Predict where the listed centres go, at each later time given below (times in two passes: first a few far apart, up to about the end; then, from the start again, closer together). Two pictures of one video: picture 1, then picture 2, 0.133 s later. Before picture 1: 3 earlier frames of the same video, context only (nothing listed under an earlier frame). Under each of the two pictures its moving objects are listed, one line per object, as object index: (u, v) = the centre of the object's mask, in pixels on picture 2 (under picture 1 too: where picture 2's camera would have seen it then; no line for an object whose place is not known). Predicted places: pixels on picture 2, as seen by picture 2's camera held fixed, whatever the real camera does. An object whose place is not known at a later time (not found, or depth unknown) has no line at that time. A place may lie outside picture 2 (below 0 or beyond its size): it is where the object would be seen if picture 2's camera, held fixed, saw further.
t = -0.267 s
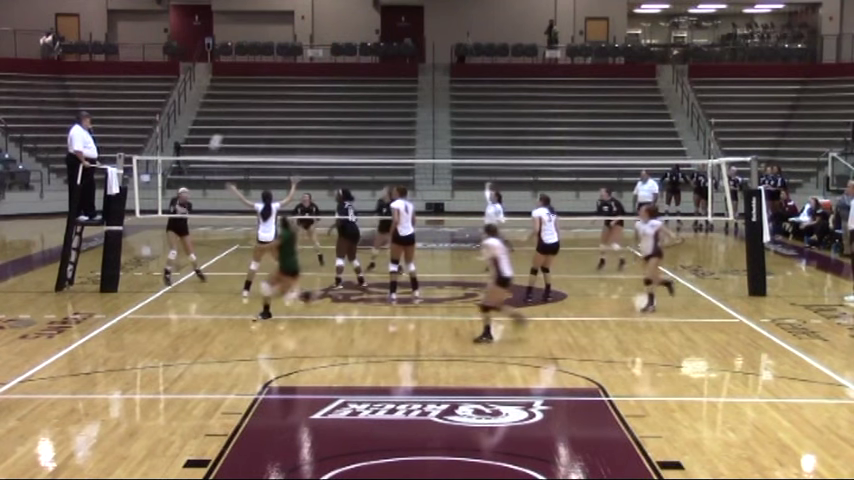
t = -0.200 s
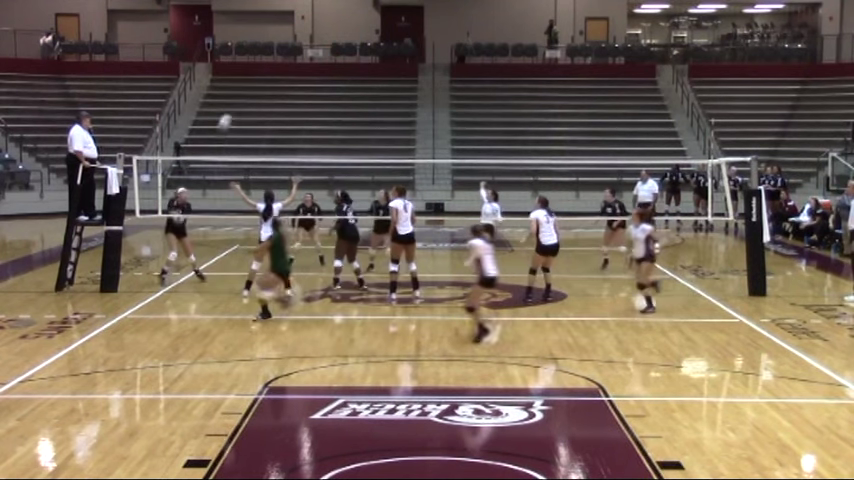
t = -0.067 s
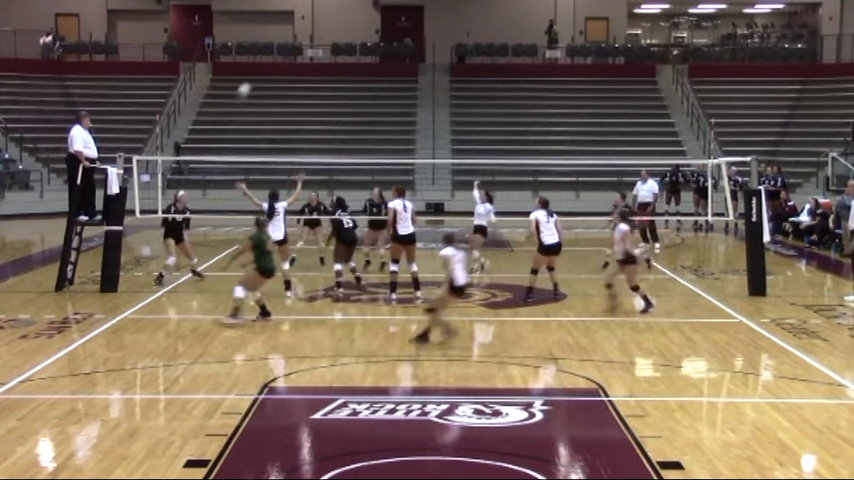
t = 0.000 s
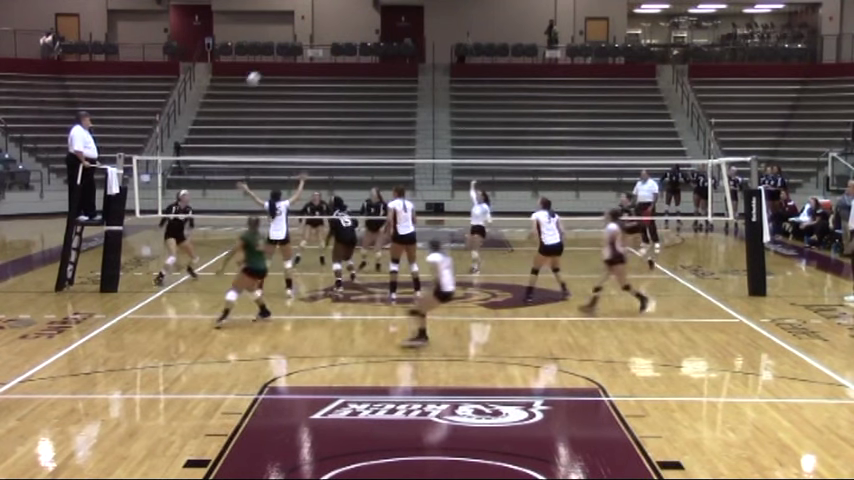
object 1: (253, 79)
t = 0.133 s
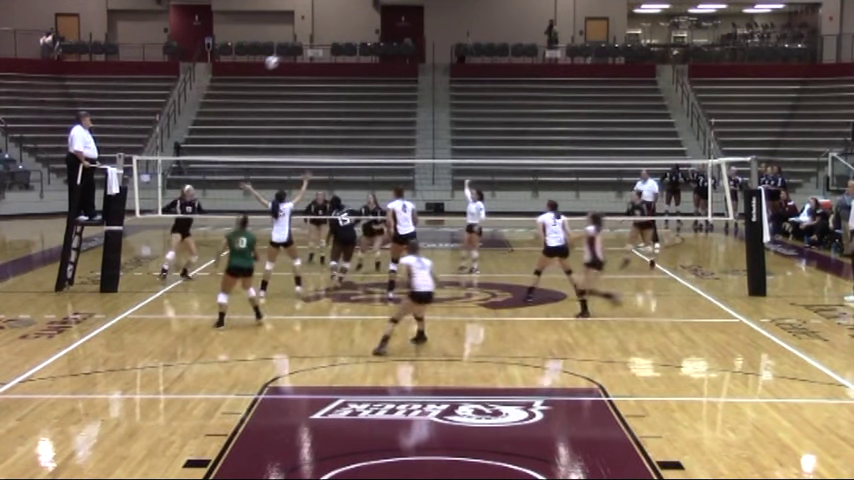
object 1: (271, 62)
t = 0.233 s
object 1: (285, 56)
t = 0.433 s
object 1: (312, 62)
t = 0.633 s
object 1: (337, 90)
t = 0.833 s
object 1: (361, 138)
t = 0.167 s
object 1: (276, 60)
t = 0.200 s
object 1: (280, 58)
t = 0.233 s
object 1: (285, 56)
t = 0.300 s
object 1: (294, 55)
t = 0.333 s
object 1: (299, 57)
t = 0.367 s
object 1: (303, 58)
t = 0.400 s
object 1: (307, 59)
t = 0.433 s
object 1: (312, 62)
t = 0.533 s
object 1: (325, 74)
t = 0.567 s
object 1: (329, 78)
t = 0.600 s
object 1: (333, 84)
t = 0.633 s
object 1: (337, 90)
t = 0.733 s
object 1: (350, 111)
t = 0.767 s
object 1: (353, 120)
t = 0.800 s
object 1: (357, 128)
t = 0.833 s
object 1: (361, 138)
